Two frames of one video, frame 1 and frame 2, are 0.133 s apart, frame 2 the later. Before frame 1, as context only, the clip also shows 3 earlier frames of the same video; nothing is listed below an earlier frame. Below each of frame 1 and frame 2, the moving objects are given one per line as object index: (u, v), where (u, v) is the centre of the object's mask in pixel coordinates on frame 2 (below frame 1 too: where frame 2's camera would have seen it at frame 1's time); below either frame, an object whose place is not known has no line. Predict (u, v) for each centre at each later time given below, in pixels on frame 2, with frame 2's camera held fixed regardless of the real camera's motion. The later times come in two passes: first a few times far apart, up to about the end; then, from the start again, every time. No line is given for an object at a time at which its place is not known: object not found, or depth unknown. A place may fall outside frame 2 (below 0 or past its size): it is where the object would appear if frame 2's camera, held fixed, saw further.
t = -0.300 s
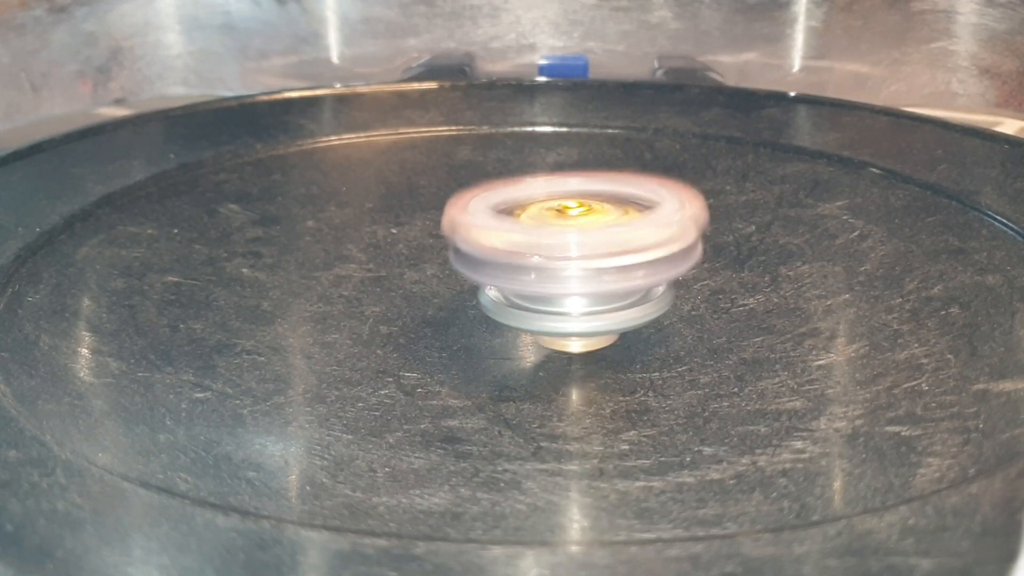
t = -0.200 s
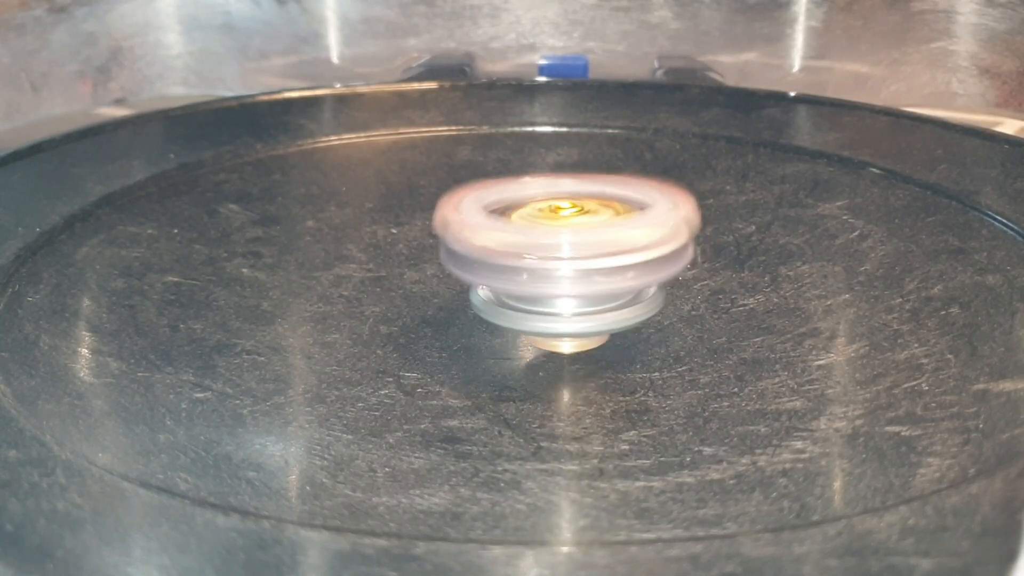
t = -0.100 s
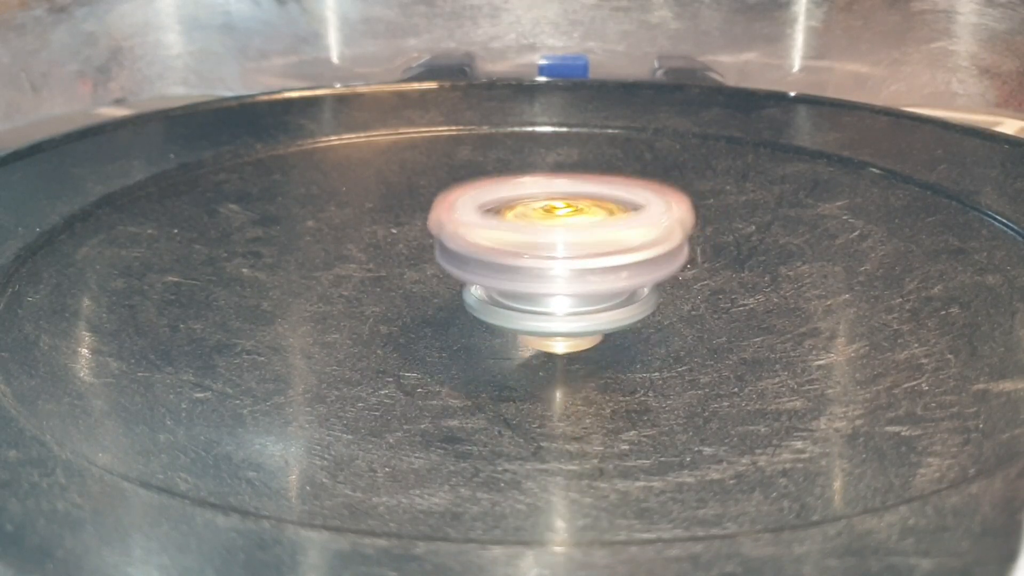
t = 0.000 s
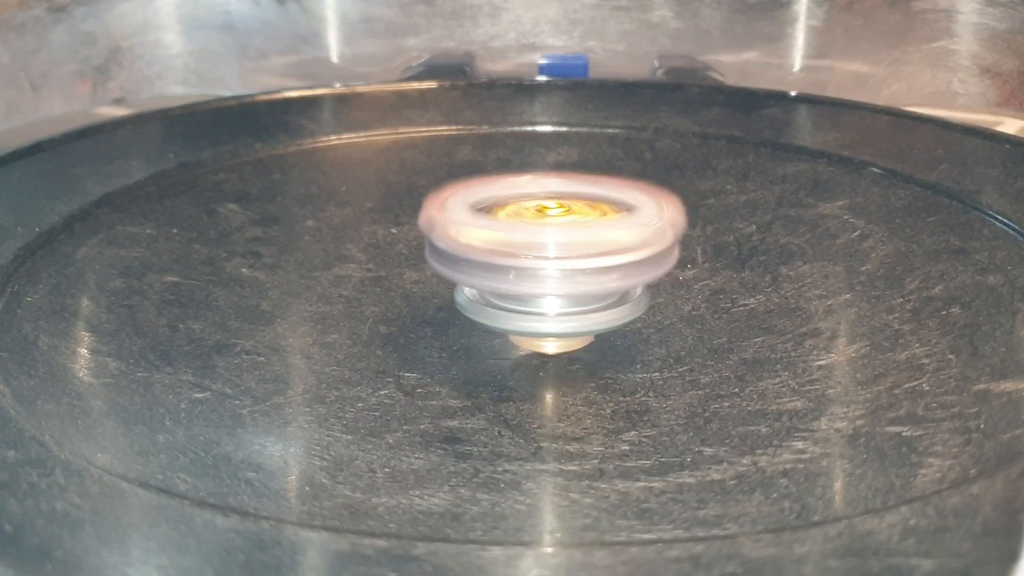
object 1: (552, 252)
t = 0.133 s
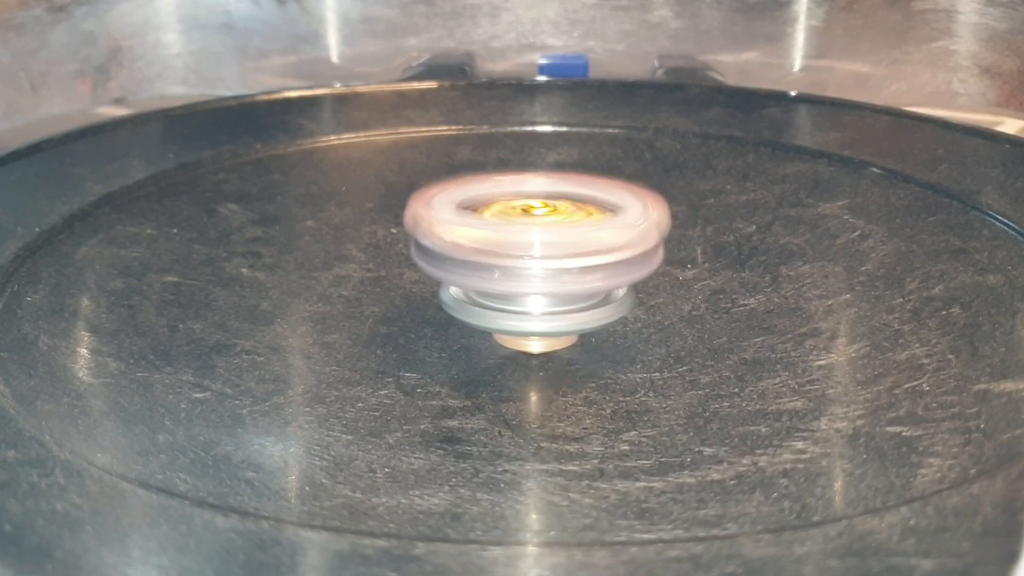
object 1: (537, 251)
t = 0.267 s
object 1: (526, 250)
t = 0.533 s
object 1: (509, 243)
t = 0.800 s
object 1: (502, 235)
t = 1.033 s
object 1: (509, 226)
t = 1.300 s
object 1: (522, 216)
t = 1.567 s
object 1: (538, 211)
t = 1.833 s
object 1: (557, 209)
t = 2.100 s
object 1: (573, 217)
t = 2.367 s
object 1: (582, 229)
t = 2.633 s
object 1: (585, 241)
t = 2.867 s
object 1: (584, 244)
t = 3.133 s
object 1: (563, 245)
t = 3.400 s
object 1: (530, 248)
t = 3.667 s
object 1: (499, 247)
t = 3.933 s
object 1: (496, 246)
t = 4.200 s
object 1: (517, 237)
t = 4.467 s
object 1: (535, 226)
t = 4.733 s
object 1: (550, 218)
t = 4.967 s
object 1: (567, 215)
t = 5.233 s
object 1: (574, 217)
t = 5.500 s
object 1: (578, 228)
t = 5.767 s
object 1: (580, 240)
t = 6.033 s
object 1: (583, 241)
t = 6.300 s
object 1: (548, 243)
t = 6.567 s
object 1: (527, 242)
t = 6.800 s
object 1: (514, 239)
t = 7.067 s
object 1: (519, 232)
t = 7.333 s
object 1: (534, 225)
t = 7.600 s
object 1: (548, 219)
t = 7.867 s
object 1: (561, 220)
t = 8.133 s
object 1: (573, 225)
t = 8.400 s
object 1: (572, 233)
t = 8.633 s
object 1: (569, 239)
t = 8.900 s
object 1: (559, 244)
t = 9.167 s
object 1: (544, 243)
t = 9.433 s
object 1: (529, 236)
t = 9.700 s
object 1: (526, 230)
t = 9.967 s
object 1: (535, 222)
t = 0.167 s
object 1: (535, 251)
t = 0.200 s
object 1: (531, 250)
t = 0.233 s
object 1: (529, 250)
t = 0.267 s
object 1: (526, 250)
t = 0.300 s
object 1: (526, 249)
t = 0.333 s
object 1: (523, 248)
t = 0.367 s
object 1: (522, 247)
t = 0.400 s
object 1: (519, 246)
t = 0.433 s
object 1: (517, 246)
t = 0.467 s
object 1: (514, 245)
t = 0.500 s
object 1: (512, 244)
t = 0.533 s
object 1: (509, 243)
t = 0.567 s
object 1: (507, 242)
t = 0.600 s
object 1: (505, 241)
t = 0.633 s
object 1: (505, 240)
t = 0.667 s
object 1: (504, 239)
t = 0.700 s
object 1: (504, 238)
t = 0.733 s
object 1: (503, 237)
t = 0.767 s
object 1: (503, 236)
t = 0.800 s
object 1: (502, 235)
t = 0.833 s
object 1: (503, 234)
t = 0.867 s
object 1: (503, 233)
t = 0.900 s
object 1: (503, 231)
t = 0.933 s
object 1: (504, 230)
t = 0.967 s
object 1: (506, 229)
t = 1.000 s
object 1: (508, 228)
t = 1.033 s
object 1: (509, 226)
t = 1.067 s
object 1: (510, 225)
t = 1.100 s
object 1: (511, 223)
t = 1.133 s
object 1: (513, 222)
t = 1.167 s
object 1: (514, 221)
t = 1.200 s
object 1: (516, 219)
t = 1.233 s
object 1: (518, 218)
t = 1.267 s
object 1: (520, 217)
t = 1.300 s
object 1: (522, 216)
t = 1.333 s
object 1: (524, 216)
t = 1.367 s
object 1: (526, 215)
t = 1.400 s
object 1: (527, 214)
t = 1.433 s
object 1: (530, 213)
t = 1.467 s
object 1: (531, 212)
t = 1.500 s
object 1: (533, 212)
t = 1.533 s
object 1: (535, 211)
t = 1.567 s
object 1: (538, 211)
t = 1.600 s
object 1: (540, 210)
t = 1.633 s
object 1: (542, 209)
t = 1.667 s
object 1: (546, 209)
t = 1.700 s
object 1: (549, 209)
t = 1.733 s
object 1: (552, 209)
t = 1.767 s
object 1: (553, 209)
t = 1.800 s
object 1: (555, 209)
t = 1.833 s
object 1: (557, 209)
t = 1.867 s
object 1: (559, 210)
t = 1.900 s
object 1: (561, 211)
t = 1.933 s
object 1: (562, 211)
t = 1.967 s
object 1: (564, 212)
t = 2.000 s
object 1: (566, 214)
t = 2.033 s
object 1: (568, 215)
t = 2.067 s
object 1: (570, 216)
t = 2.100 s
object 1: (573, 217)
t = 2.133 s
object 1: (575, 219)
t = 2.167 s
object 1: (575, 220)
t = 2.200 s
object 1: (577, 222)
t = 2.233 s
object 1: (579, 223)
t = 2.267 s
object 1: (579, 224)
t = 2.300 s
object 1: (581, 226)
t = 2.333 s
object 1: (581, 228)
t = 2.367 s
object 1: (582, 229)
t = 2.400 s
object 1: (583, 231)
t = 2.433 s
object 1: (583, 232)
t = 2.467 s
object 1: (584, 234)
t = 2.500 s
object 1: (583, 236)
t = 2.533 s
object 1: (584, 237)
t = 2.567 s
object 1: (584, 238)
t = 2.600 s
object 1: (584, 239)
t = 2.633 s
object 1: (585, 241)
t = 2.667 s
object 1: (585, 242)
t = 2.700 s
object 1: (585, 244)
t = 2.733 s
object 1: (585, 244)
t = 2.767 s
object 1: (586, 244)
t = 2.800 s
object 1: (586, 243)
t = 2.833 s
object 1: (585, 244)
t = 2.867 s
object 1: (584, 244)
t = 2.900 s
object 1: (584, 244)
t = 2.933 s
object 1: (583, 244)
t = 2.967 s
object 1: (582, 244)
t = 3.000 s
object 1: (580, 244)
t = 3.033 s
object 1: (576, 244)
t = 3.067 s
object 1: (572, 244)
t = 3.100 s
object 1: (568, 245)
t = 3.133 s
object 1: (563, 245)
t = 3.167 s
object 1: (561, 246)
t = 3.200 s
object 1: (557, 247)
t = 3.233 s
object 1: (553, 247)
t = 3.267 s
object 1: (549, 247)
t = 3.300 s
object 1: (543, 248)
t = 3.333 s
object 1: (539, 248)
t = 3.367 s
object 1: (535, 248)
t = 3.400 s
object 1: (530, 248)
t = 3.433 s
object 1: (527, 248)
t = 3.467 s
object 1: (524, 248)
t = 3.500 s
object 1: (518, 247)
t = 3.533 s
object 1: (512, 247)
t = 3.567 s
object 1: (508, 247)
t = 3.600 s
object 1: (503, 247)
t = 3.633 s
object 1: (501, 247)
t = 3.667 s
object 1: (499, 247)
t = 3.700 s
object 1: (496, 247)
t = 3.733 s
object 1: (495, 247)
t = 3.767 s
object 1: (494, 247)
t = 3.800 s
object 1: (492, 247)
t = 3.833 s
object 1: (492, 247)
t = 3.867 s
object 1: (492, 247)
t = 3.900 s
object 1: (493, 247)
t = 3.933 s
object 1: (496, 246)
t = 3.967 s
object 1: (497, 246)
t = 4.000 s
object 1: (499, 245)
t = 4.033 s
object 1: (501, 244)
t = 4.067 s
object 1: (504, 243)
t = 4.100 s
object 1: (509, 242)
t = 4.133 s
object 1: (511, 240)
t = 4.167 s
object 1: (513, 238)
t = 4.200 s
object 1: (517, 237)
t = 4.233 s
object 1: (519, 236)
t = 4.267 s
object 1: (521, 234)
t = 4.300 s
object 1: (524, 233)
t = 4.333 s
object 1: (525, 232)
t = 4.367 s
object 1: (528, 230)
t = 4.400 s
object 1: (531, 229)
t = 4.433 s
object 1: (533, 228)
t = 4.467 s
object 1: (535, 226)
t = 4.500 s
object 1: (538, 225)
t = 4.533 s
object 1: (541, 224)
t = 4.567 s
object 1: (541, 223)
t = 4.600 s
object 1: (543, 222)
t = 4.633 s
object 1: (545, 221)
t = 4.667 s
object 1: (547, 221)
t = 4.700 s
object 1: (548, 219)
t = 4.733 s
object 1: (550, 218)
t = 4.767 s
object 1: (553, 217)
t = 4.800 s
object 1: (554, 217)
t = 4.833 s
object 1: (557, 216)
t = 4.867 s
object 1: (560, 216)
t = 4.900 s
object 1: (563, 216)
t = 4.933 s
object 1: (565, 216)
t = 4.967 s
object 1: (567, 215)
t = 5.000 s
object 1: (568, 215)
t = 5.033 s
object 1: (568, 215)
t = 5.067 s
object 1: (569, 215)
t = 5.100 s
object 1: (570, 215)
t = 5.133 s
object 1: (572, 216)
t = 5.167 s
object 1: (573, 216)
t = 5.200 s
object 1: (574, 216)
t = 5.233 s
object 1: (574, 217)
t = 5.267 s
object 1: (576, 219)
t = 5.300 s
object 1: (576, 220)
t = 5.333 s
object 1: (577, 221)
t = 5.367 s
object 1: (577, 223)
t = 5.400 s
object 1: (577, 224)
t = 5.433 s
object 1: (577, 226)
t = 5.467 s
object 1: (577, 227)
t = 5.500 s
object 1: (578, 228)
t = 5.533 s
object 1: (579, 230)
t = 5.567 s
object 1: (579, 231)
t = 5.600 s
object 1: (579, 233)
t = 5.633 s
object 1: (579, 234)
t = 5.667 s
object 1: (581, 236)
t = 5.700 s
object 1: (580, 238)
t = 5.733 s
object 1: (580, 239)
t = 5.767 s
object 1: (580, 240)
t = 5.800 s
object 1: (582, 241)
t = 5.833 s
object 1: (581, 242)
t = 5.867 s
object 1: (578, 243)
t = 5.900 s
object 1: (578, 243)
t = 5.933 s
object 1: (581, 242)
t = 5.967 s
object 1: (585, 242)
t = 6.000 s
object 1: (584, 242)
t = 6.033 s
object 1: (583, 241)
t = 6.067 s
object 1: (579, 241)
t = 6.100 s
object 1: (576, 242)
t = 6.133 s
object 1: (571, 242)
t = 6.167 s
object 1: (565, 242)
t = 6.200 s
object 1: (561, 243)
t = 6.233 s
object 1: (556, 243)
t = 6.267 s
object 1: (552, 243)
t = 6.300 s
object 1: (548, 243)
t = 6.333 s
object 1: (545, 243)
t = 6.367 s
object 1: (543, 243)
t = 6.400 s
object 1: (539, 243)
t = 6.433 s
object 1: (536, 243)
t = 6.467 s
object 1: (532, 243)
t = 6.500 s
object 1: (530, 243)
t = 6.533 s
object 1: (528, 242)
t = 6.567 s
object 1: (527, 242)
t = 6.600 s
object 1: (526, 242)
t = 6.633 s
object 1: (521, 241)
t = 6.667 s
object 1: (519, 241)
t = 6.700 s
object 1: (517, 240)
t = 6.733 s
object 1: (516, 240)
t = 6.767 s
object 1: (515, 240)
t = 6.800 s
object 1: (514, 239)
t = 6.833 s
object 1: (512, 239)
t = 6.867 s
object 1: (512, 238)
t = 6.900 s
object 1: (514, 237)
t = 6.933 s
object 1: (515, 237)
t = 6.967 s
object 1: (516, 236)
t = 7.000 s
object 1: (516, 235)
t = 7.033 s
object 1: (518, 233)
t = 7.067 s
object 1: (519, 232)
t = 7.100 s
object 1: (521, 231)
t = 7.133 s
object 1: (523, 230)
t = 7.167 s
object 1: (524, 230)
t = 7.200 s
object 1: (526, 228)
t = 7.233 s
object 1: (528, 227)
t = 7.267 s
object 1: (529, 227)
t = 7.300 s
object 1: (531, 226)
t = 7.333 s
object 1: (534, 225)
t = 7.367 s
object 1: (536, 224)
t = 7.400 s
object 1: (537, 223)
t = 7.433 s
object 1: (538, 222)
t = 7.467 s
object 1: (539, 222)
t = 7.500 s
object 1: (541, 221)
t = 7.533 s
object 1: (544, 220)
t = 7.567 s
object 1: (547, 220)
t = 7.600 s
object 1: (548, 219)
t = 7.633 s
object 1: (550, 219)
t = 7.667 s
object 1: (552, 218)
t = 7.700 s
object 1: (554, 218)
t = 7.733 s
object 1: (556, 218)
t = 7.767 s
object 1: (558, 219)
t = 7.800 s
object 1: (559, 219)
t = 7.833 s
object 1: (560, 219)
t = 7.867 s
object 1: (561, 220)
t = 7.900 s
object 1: (563, 220)
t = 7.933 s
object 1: (565, 221)
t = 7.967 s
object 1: (567, 221)
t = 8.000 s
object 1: (570, 222)
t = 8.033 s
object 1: (571, 223)
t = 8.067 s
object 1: (573, 224)
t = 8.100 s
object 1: (573, 225)
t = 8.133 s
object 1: (573, 225)
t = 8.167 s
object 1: (573, 226)
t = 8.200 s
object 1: (573, 227)
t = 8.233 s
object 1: (574, 228)
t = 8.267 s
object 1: (574, 229)
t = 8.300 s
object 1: (574, 229)
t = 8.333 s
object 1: (574, 230)
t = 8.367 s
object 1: (573, 231)
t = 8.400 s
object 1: (572, 233)
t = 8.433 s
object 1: (572, 234)
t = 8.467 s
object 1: (572, 235)
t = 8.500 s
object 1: (573, 236)
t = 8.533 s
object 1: (573, 237)
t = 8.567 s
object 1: (571, 238)
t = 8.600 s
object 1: (570, 239)
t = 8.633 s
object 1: (569, 239)
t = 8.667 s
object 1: (568, 240)
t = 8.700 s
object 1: (567, 241)
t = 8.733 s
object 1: (566, 242)
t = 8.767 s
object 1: (566, 242)
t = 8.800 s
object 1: (564, 243)
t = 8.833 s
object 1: (562, 244)
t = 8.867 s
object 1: (560, 244)
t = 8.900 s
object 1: (559, 244)
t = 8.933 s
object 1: (557, 244)
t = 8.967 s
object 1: (555, 244)
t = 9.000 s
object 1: (553, 244)
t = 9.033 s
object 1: (553, 244)
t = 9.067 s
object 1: (552, 244)
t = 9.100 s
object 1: (550, 244)
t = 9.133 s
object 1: (547, 244)
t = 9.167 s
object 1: (544, 243)
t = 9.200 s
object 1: (541, 242)
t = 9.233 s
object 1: (539, 241)
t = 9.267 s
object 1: (537, 240)
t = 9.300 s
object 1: (536, 239)
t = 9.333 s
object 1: (533, 238)
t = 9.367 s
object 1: (532, 238)
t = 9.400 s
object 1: (531, 237)
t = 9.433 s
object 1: (529, 236)
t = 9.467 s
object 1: (529, 236)
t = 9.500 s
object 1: (528, 235)
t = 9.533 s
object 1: (527, 234)
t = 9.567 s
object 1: (526, 234)
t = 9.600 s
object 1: (526, 233)
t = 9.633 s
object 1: (525, 232)
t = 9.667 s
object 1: (526, 231)
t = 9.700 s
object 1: (526, 230)
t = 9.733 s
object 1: (527, 228)
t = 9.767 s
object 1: (528, 227)
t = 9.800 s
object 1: (528, 227)
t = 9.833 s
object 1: (530, 226)
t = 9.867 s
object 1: (531, 225)
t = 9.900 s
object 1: (532, 224)
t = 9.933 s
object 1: (534, 223)
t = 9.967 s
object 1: (535, 222)
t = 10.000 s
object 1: (537, 221)
